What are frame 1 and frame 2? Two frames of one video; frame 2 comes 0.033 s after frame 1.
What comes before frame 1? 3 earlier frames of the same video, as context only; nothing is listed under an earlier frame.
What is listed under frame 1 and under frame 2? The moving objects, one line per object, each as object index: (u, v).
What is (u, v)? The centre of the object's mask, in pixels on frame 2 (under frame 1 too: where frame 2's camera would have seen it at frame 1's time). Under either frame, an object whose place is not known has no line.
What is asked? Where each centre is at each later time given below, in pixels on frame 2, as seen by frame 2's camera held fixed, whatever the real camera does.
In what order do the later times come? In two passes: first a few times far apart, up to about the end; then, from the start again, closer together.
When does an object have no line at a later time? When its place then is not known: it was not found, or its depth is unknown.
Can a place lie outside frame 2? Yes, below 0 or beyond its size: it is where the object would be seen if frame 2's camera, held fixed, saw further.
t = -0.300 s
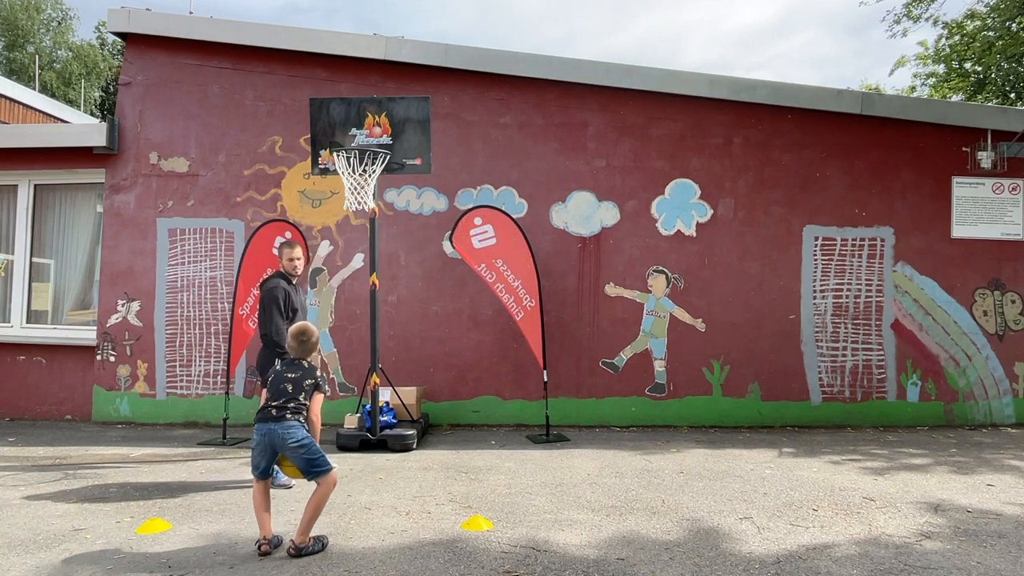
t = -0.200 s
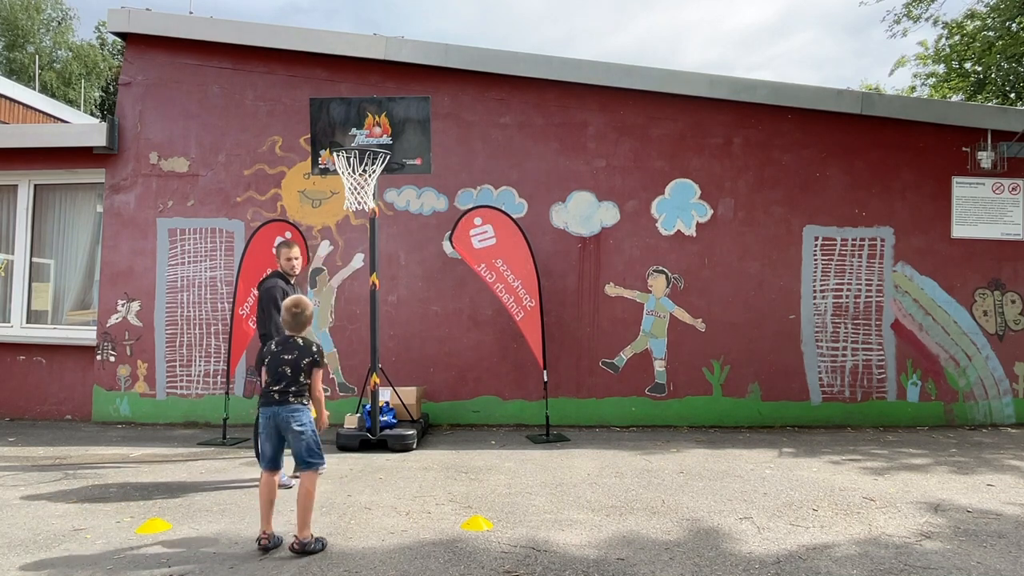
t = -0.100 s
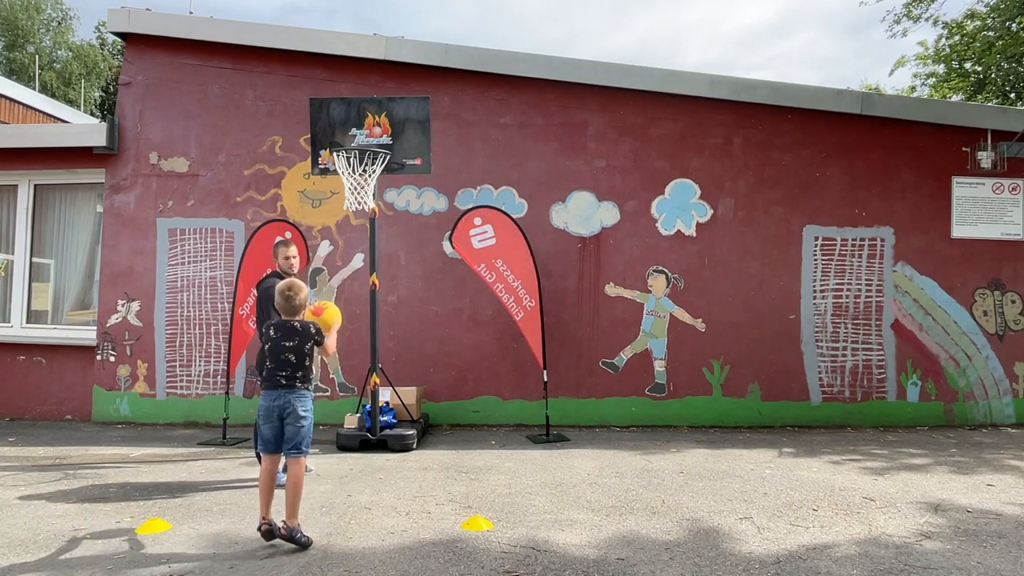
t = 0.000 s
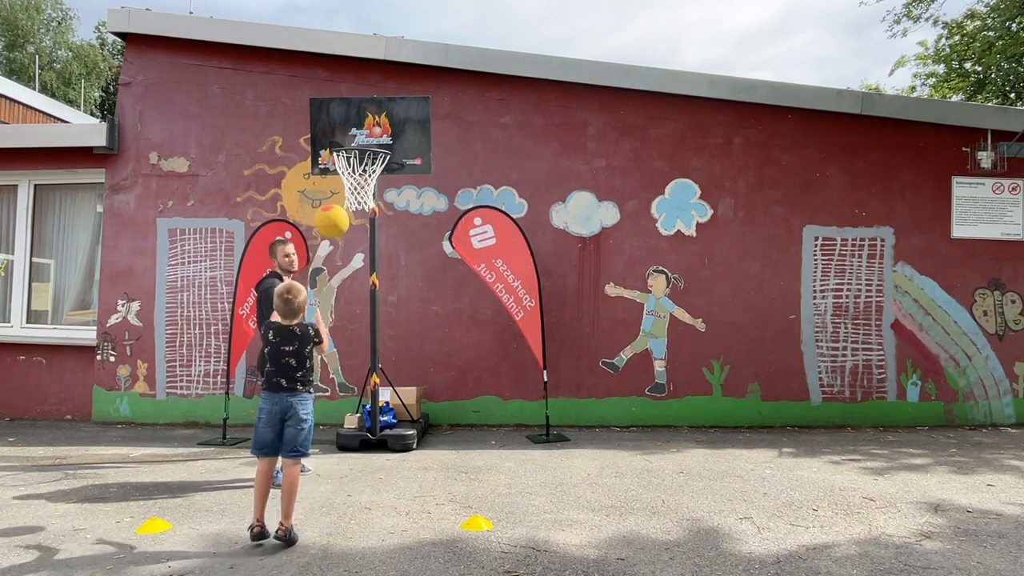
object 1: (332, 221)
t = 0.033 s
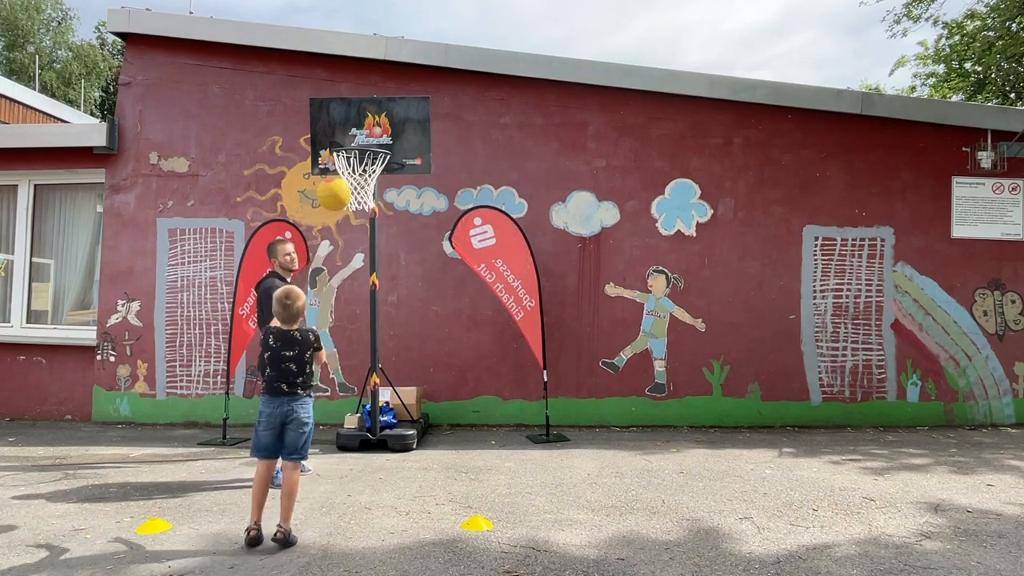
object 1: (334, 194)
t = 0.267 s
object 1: (343, 67)
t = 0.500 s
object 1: (348, 31)
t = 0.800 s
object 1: (349, 83)
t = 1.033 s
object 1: (366, 129)
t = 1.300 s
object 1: (431, 125)
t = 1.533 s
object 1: (488, 194)
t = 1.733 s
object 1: (538, 319)
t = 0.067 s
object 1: (336, 169)
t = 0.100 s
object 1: (337, 146)
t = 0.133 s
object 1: (339, 126)
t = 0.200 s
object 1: (341, 93)
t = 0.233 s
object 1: (342, 79)
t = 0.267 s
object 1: (343, 67)
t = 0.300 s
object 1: (345, 57)
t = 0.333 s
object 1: (346, 49)
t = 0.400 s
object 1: (347, 37)
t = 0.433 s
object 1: (348, 33)
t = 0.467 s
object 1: (348, 31)
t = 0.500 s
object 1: (348, 31)
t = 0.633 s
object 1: (349, 42)
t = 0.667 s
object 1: (349, 48)
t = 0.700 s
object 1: (349, 56)
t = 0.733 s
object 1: (349, 64)
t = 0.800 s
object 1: (349, 83)
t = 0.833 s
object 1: (349, 95)
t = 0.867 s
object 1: (348, 108)
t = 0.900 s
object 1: (348, 122)
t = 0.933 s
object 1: (347, 136)
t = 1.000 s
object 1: (358, 135)
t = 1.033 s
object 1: (366, 129)
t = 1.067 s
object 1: (374, 124)
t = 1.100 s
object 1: (382, 120)
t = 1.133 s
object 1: (391, 117)
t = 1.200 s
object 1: (407, 117)
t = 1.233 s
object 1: (415, 118)
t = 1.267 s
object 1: (423, 121)
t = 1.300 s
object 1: (431, 125)
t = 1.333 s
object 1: (439, 130)
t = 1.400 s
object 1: (455, 145)
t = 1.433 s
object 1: (463, 155)
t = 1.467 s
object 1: (472, 166)
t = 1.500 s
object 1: (480, 179)
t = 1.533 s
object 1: (488, 194)
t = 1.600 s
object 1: (505, 228)
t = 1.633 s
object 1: (513, 248)
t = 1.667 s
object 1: (522, 270)
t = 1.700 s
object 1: (530, 294)
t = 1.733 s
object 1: (538, 319)
